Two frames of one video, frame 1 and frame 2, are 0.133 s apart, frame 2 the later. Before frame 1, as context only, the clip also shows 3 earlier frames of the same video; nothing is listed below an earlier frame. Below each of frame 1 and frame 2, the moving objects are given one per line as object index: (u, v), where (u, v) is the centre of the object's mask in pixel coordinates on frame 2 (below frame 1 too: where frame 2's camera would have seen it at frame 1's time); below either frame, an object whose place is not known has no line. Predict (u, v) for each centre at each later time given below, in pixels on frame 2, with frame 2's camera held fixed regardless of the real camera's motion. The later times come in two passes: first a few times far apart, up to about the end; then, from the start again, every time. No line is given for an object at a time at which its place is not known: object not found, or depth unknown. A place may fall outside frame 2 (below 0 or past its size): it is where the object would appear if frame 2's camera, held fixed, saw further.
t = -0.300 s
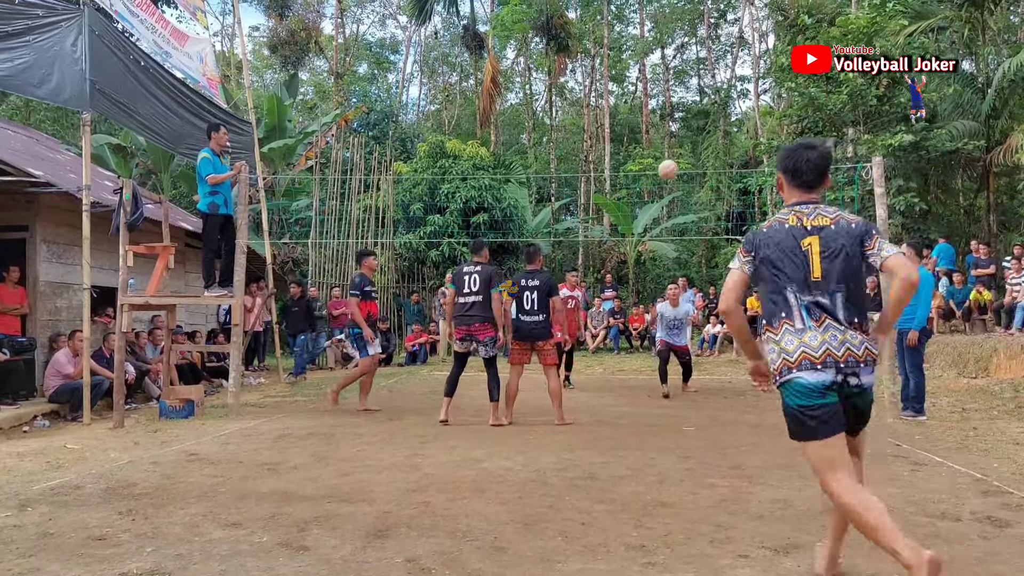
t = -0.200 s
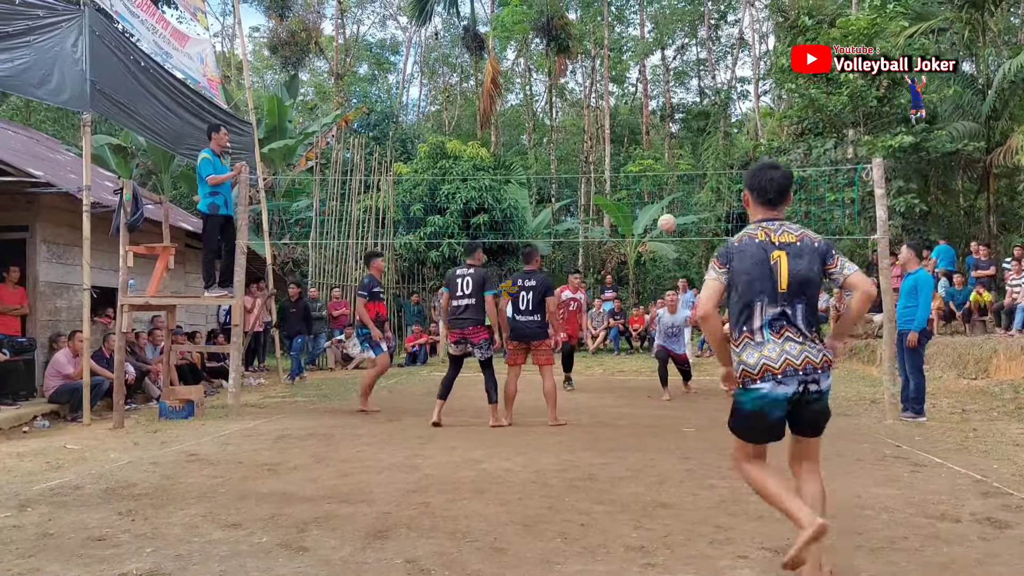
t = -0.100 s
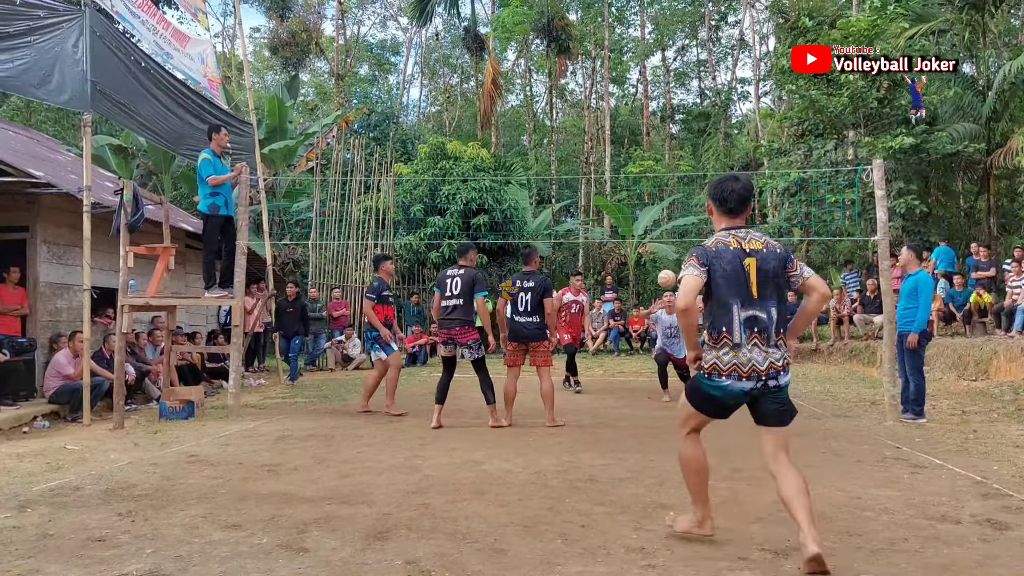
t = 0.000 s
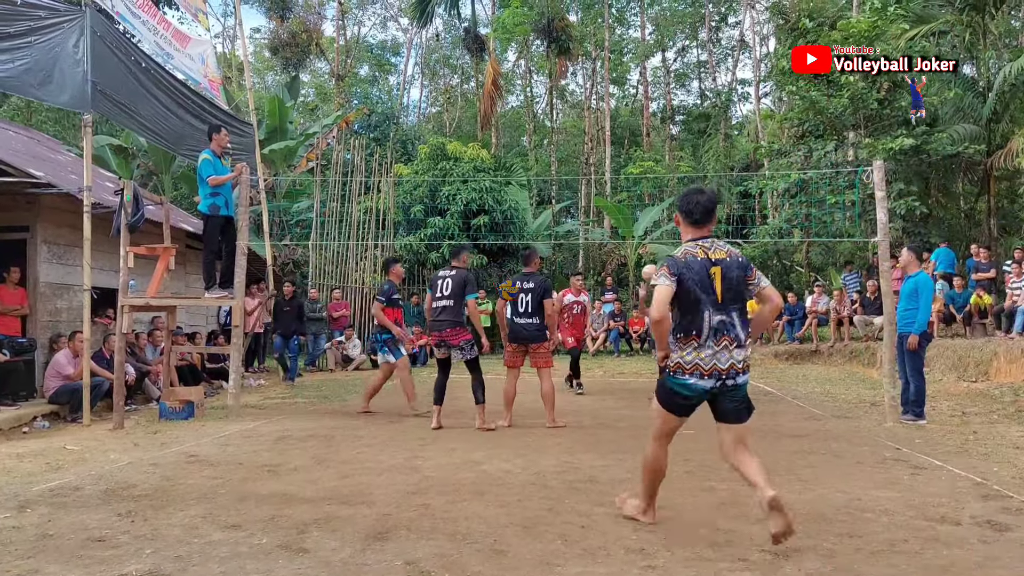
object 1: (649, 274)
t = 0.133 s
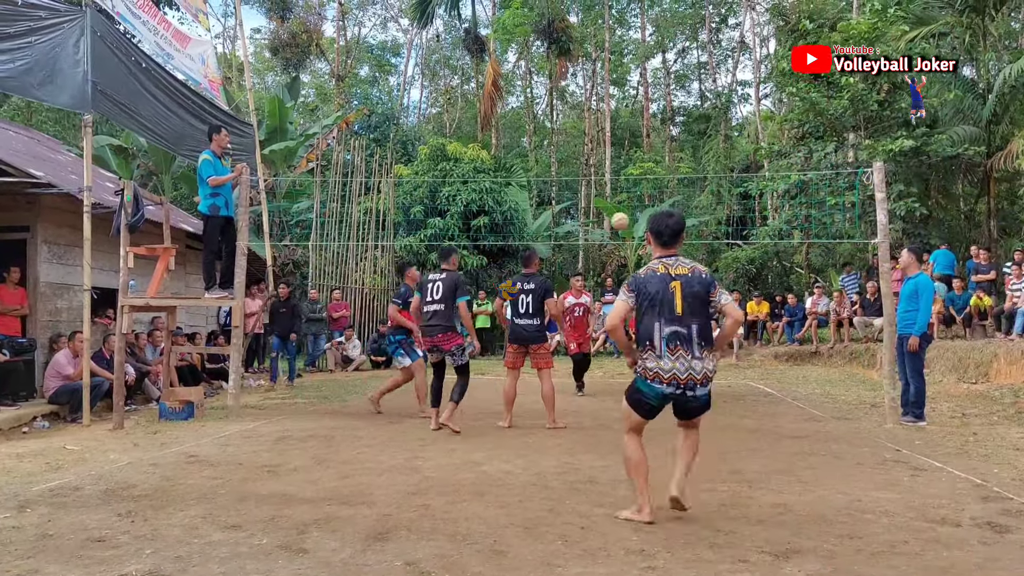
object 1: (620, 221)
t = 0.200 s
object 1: (604, 200)
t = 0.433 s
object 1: (550, 155)
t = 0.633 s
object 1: (502, 151)
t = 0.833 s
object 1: (453, 185)
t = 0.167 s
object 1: (612, 211)
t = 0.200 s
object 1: (604, 200)
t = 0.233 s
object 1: (597, 191)
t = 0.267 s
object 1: (589, 183)
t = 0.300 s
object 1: (581, 175)
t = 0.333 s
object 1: (574, 169)
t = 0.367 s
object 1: (566, 163)
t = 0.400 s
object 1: (558, 158)
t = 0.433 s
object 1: (550, 155)
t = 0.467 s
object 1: (542, 152)
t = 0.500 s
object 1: (534, 150)
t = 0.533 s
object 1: (526, 148)
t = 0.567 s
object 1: (519, 149)
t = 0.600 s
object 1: (510, 150)
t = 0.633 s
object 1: (502, 151)
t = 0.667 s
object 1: (494, 155)
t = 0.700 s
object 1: (486, 159)
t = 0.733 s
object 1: (478, 164)
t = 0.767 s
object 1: (469, 170)
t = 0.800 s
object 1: (462, 177)
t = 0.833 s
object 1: (453, 185)
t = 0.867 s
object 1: (445, 195)
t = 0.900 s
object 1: (437, 205)
